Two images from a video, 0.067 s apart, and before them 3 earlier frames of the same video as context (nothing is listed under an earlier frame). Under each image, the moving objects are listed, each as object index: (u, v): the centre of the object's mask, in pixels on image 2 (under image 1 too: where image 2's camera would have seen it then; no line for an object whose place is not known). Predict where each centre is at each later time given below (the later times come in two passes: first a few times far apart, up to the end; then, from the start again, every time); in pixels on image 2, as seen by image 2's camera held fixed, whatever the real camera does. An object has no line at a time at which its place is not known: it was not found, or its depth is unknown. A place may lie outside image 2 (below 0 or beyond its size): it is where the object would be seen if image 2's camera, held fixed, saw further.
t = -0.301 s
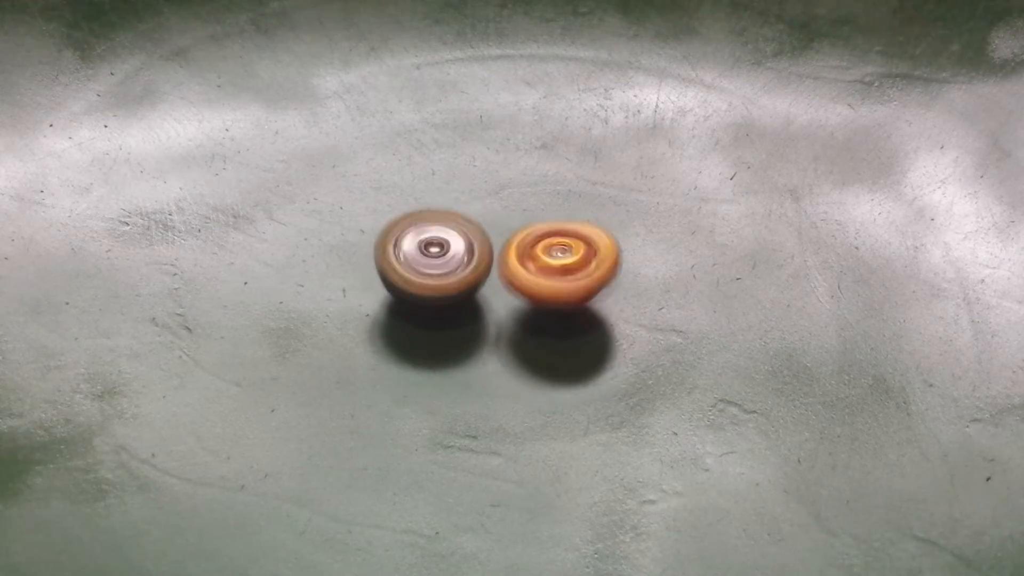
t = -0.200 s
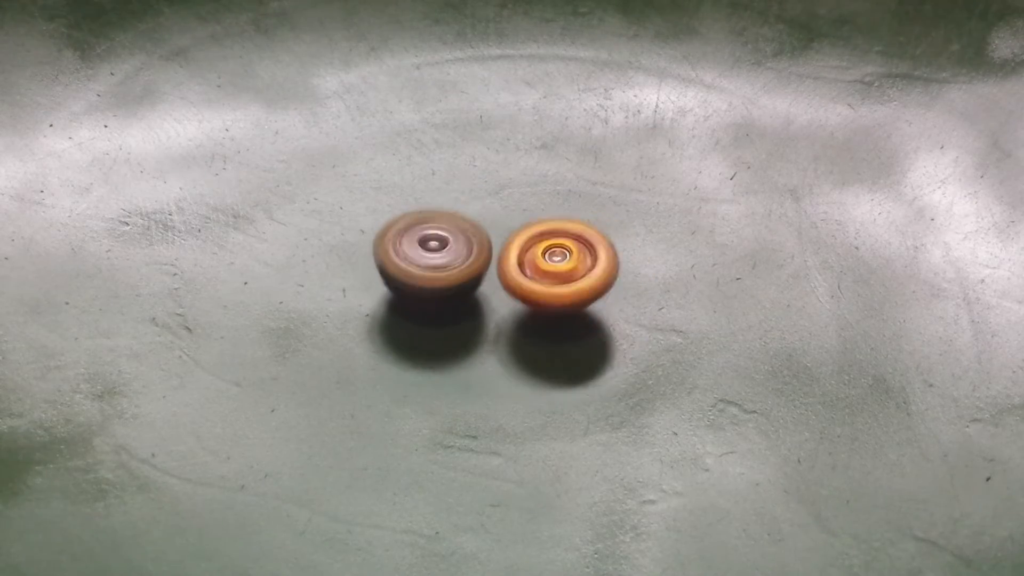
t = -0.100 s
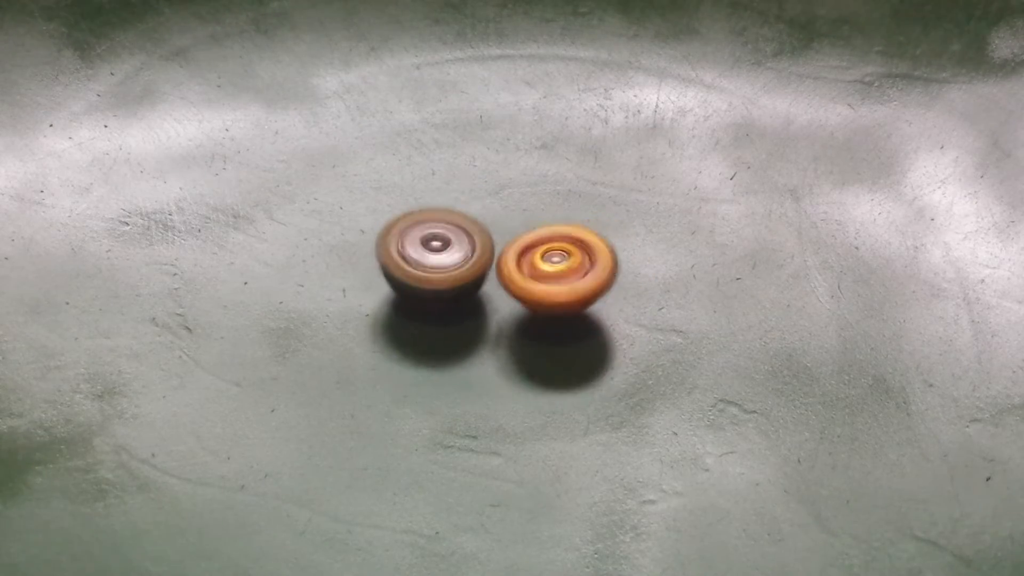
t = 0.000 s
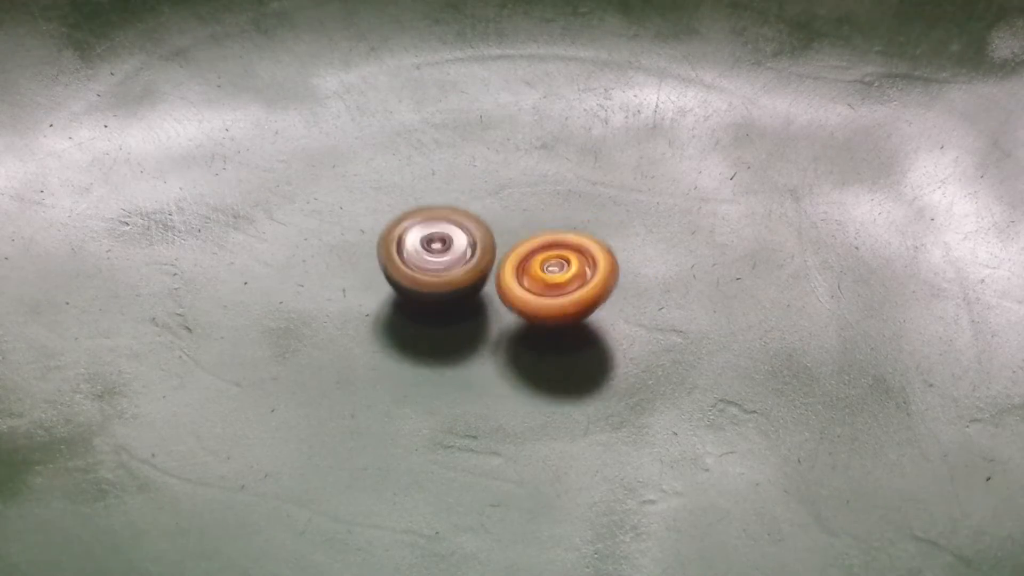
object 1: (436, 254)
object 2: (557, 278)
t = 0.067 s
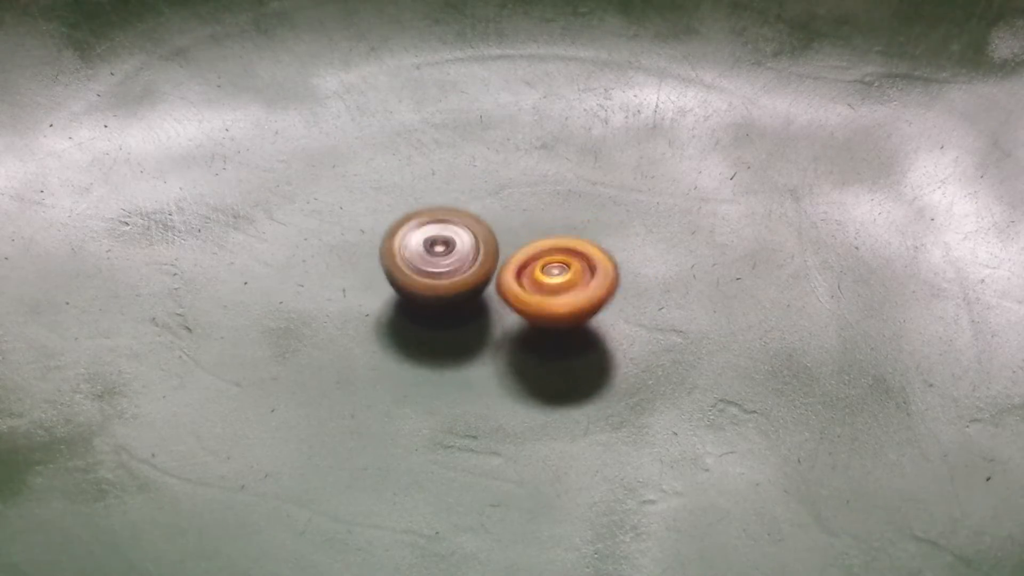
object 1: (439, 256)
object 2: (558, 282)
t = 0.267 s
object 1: (446, 252)
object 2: (553, 310)
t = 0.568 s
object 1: (449, 264)
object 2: (563, 320)
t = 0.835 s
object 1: (448, 255)
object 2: (558, 324)
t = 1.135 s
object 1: (479, 218)
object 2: (499, 341)
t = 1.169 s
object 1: (485, 218)
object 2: (492, 336)
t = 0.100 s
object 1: (440, 256)
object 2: (559, 287)
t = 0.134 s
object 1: (440, 256)
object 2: (557, 293)
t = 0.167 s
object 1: (440, 253)
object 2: (560, 300)
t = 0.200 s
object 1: (442, 251)
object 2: (559, 306)
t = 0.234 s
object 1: (445, 251)
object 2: (553, 311)
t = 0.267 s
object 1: (446, 252)
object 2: (553, 310)
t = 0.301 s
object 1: (443, 252)
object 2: (554, 318)
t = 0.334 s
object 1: (443, 256)
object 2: (553, 319)
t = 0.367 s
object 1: (445, 253)
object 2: (560, 318)
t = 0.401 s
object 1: (449, 255)
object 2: (562, 318)
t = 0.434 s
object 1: (453, 257)
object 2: (567, 318)
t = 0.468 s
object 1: (453, 261)
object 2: (569, 316)
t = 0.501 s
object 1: (452, 263)
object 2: (567, 316)
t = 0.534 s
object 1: (450, 264)
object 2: (566, 316)
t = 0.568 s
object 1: (449, 264)
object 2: (563, 320)
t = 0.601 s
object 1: (450, 266)
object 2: (555, 318)
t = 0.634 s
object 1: (452, 267)
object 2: (551, 317)
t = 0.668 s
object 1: (453, 269)
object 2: (545, 318)
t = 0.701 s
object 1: (452, 267)
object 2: (546, 318)
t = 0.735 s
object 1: (451, 268)
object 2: (548, 315)
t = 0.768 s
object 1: (451, 268)
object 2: (549, 318)
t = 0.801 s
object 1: (451, 267)
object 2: (555, 315)
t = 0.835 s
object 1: (448, 255)
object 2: (558, 324)
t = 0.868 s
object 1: (446, 242)
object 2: (554, 332)
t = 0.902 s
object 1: (444, 231)
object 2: (546, 342)
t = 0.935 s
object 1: (448, 227)
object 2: (541, 344)
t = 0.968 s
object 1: (453, 224)
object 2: (535, 349)
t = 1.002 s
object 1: (460, 222)
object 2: (527, 350)
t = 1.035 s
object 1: (464, 219)
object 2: (519, 348)
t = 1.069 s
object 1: (469, 219)
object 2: (511, 346)
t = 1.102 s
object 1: (474, 218)
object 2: (504, 344)
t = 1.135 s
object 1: (479, 218)
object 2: (499, 341)
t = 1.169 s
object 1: (485, 218)
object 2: (492, 336)
